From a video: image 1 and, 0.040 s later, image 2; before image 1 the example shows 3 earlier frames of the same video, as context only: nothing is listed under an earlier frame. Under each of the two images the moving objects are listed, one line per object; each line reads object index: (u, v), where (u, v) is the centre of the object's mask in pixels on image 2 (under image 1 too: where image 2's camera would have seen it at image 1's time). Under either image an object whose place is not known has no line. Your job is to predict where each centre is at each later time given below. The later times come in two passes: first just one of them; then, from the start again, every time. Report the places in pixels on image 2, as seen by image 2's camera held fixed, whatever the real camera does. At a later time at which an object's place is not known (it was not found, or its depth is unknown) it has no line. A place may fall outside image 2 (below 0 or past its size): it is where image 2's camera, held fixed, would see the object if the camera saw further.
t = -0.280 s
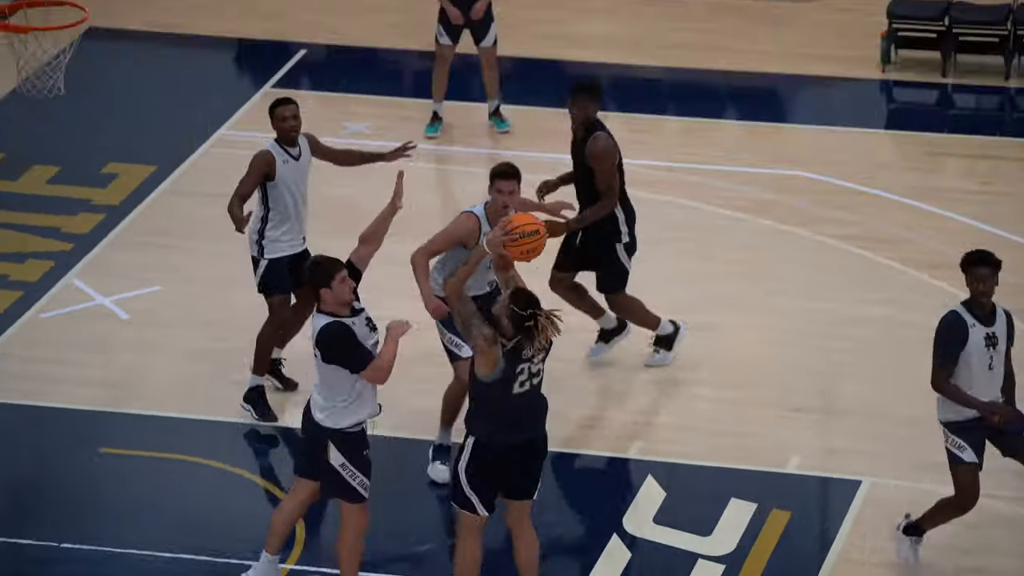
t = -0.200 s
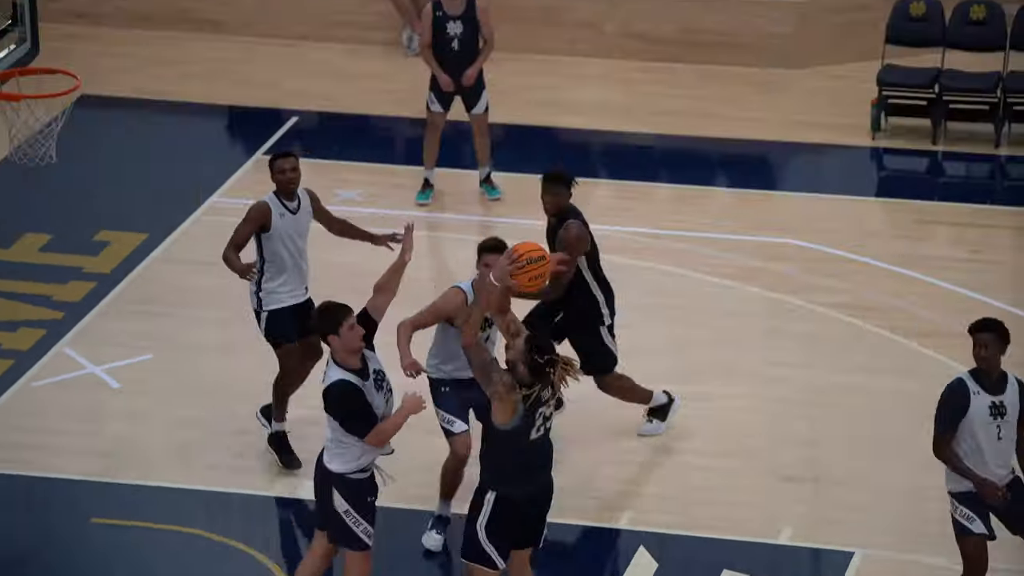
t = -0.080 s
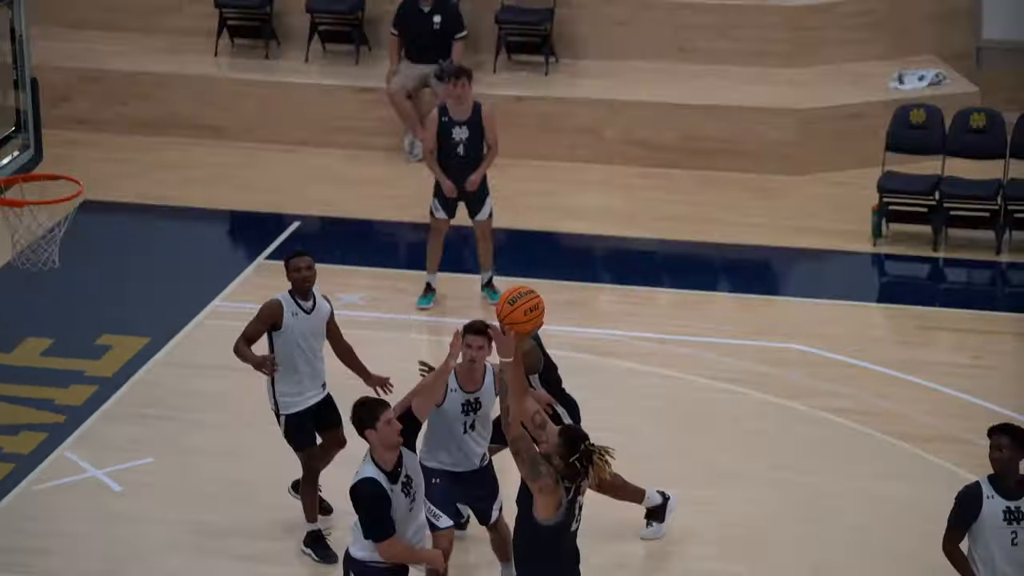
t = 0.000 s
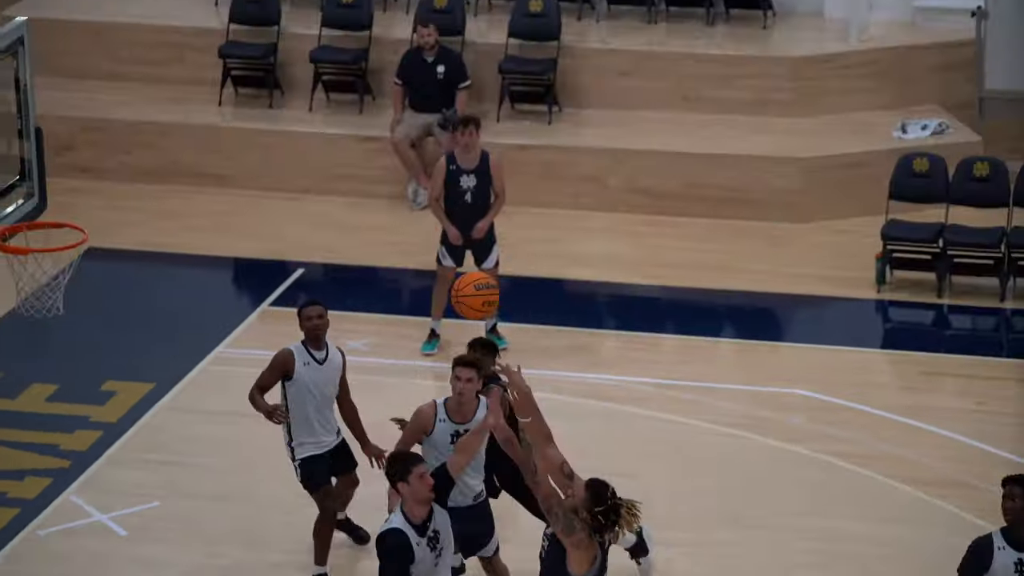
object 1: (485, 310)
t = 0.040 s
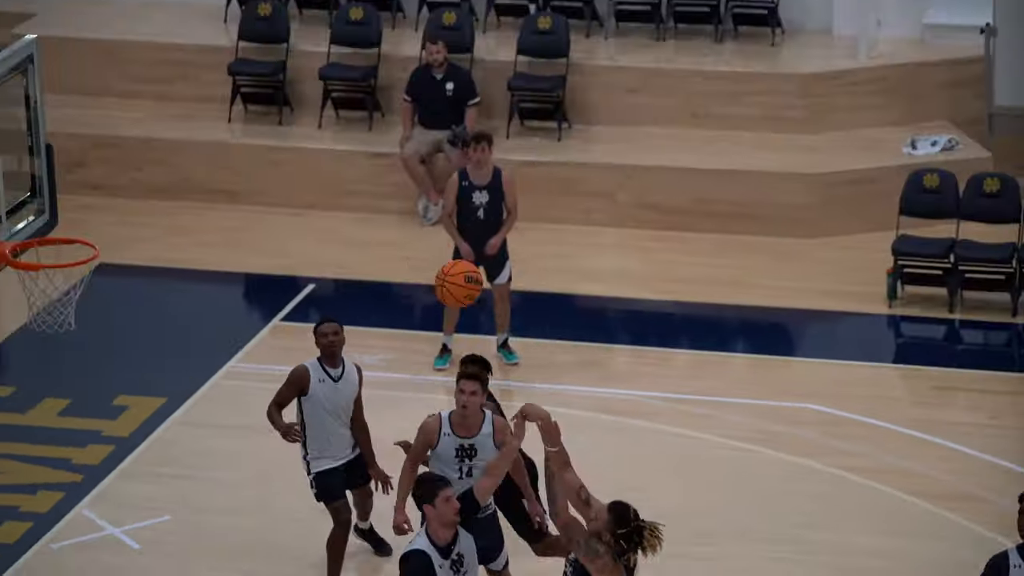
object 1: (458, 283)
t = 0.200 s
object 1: (353, 207)
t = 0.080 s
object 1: (431, 260)
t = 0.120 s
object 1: (405, 240)
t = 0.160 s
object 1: (379, 222)
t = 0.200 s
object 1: (353, 207)
